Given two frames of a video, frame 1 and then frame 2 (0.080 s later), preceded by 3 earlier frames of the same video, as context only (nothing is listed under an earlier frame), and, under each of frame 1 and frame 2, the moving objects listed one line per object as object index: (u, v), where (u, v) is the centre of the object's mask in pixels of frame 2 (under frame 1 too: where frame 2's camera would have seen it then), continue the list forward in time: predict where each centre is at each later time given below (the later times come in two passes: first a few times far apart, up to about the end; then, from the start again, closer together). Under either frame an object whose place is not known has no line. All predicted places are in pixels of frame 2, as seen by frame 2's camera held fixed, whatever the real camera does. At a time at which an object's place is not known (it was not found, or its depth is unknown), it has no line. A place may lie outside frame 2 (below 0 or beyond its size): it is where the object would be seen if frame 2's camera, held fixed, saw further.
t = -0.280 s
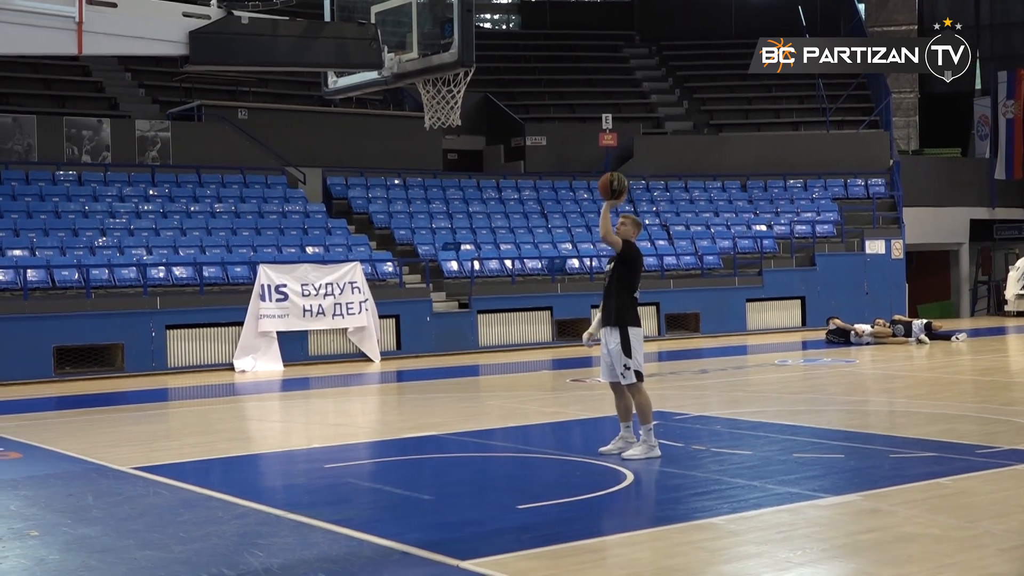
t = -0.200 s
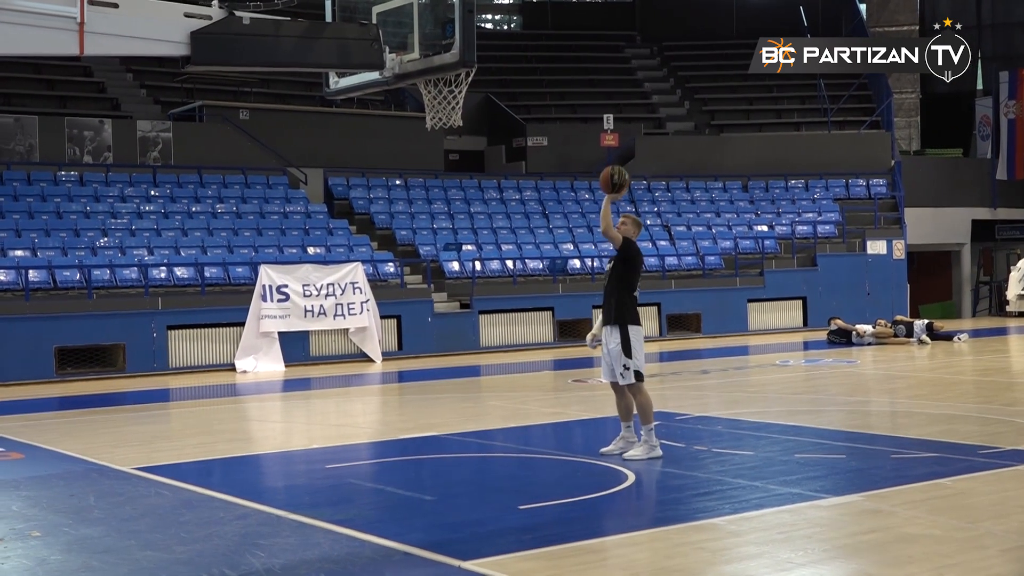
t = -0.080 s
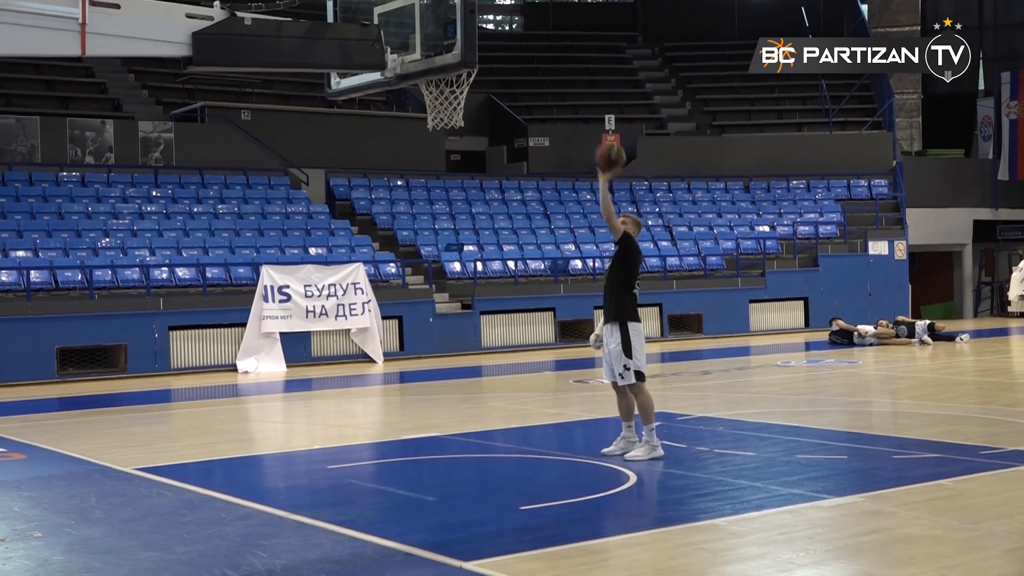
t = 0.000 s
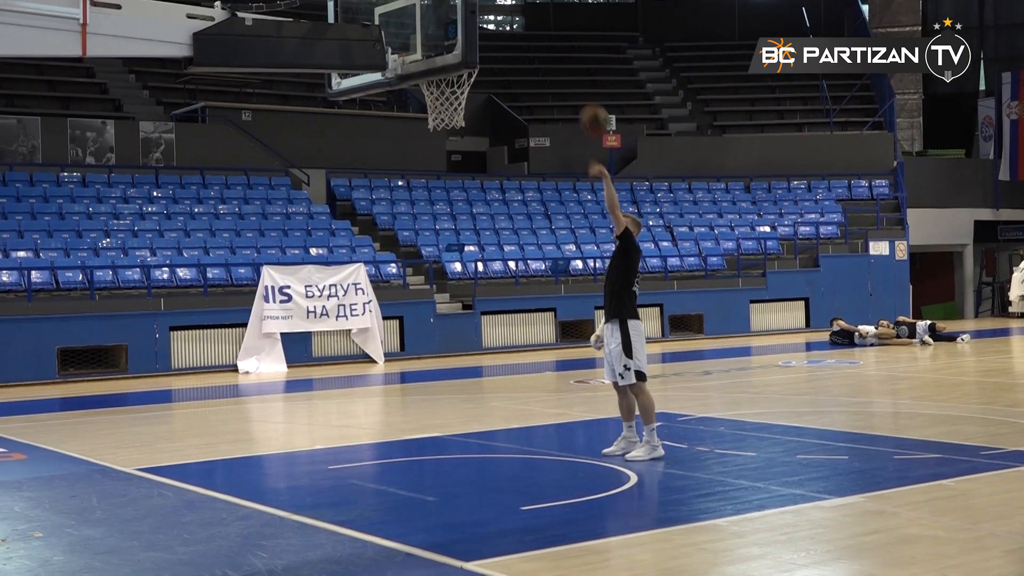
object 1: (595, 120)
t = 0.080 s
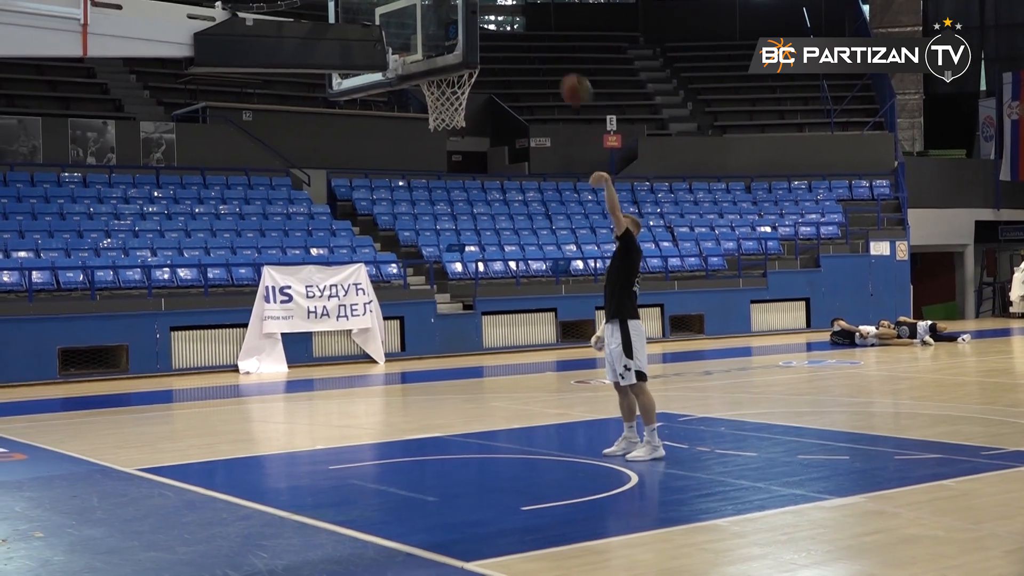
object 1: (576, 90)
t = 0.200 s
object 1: (546, 57)
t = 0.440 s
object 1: (490, 43)
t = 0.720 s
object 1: (441, 85)
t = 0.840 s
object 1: (439, 93)
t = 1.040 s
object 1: (432, 145)
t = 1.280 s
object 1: (437, 273)
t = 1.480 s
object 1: (440, 427)
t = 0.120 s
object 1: (566, 77)
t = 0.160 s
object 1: (557, 66)
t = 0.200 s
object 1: (546, 57)
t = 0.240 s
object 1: (536, 49)
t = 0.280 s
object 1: (526, 44)
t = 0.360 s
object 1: (507, 39)
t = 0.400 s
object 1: (497, 39)
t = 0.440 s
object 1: (490, 43)
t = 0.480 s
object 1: (486, 45)
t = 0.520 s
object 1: (482, 48)
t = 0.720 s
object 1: (441, 85)
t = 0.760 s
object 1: (440, 85)
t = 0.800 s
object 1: (439, 85)
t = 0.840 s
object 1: (439, 93)
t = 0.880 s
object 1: (429, 117)
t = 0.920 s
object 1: (426, 120)
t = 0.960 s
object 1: (431, 127)
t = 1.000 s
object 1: (431, 135)
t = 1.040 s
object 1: (432, 145)
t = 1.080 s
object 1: (434, 162)
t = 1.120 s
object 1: (434, 179)
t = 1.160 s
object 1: (434, 201)
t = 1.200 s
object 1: (435, 222)
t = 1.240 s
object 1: (436, 245)
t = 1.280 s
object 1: (437, 273)
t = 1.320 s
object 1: (438, 296)
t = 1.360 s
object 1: (439, 327)
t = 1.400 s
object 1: (439, 357)
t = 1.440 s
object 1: (439, 393)
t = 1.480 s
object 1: (440, 427)
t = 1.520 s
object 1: (442, 457)
